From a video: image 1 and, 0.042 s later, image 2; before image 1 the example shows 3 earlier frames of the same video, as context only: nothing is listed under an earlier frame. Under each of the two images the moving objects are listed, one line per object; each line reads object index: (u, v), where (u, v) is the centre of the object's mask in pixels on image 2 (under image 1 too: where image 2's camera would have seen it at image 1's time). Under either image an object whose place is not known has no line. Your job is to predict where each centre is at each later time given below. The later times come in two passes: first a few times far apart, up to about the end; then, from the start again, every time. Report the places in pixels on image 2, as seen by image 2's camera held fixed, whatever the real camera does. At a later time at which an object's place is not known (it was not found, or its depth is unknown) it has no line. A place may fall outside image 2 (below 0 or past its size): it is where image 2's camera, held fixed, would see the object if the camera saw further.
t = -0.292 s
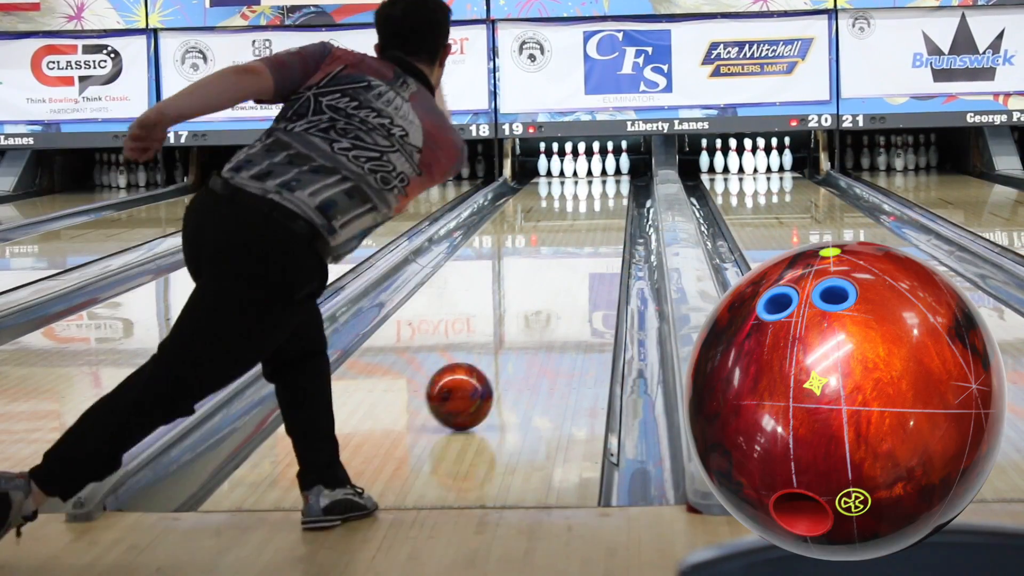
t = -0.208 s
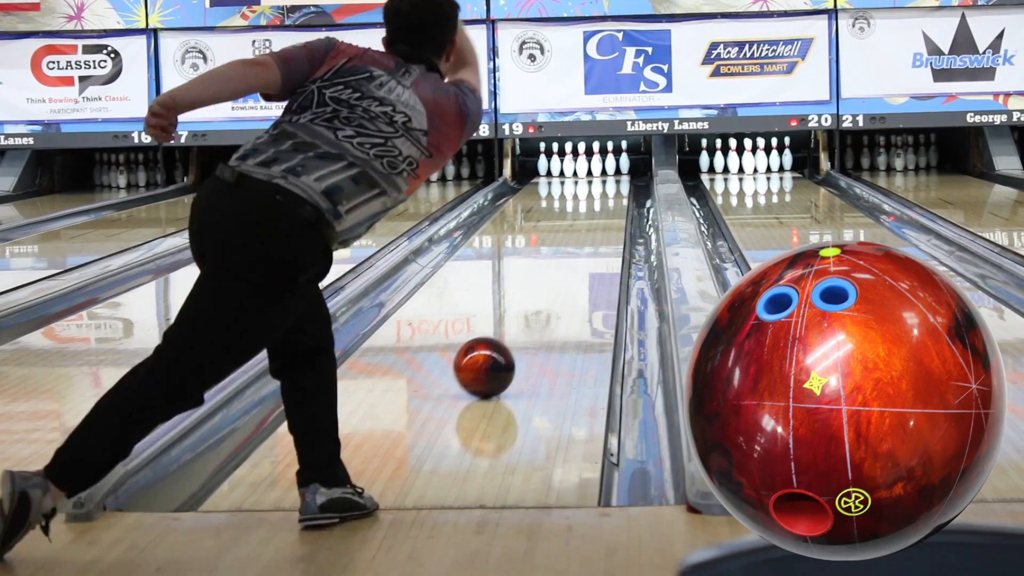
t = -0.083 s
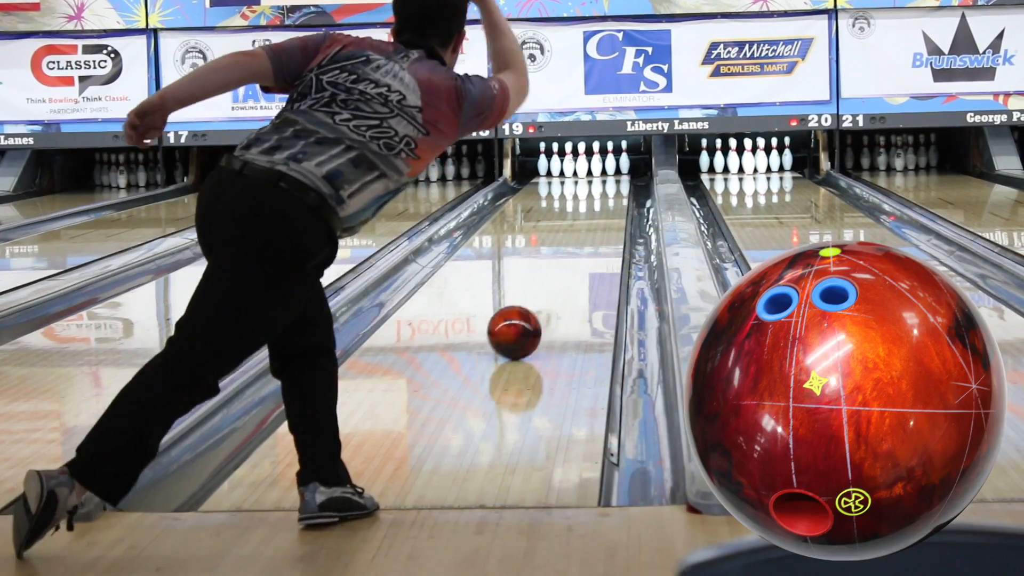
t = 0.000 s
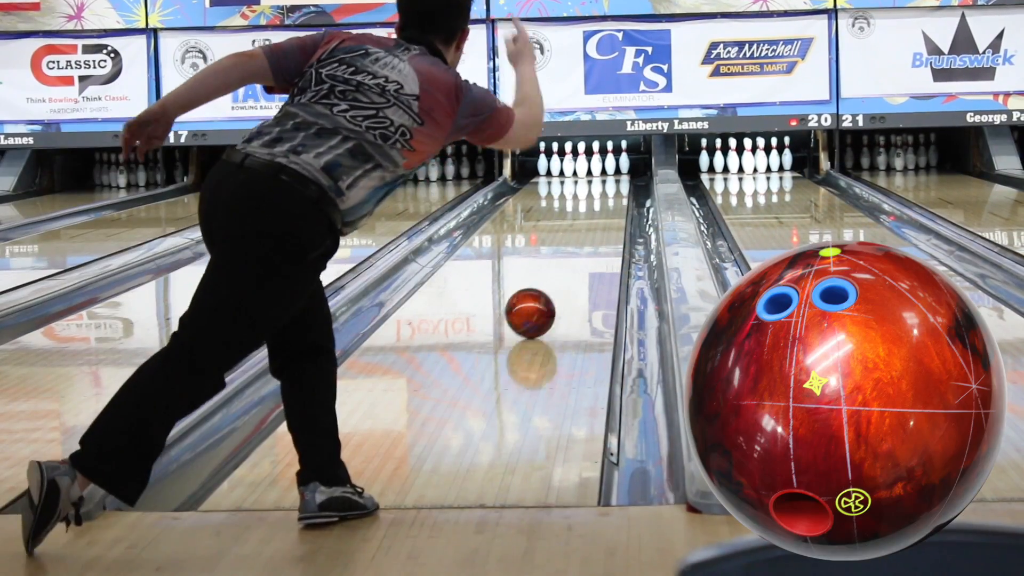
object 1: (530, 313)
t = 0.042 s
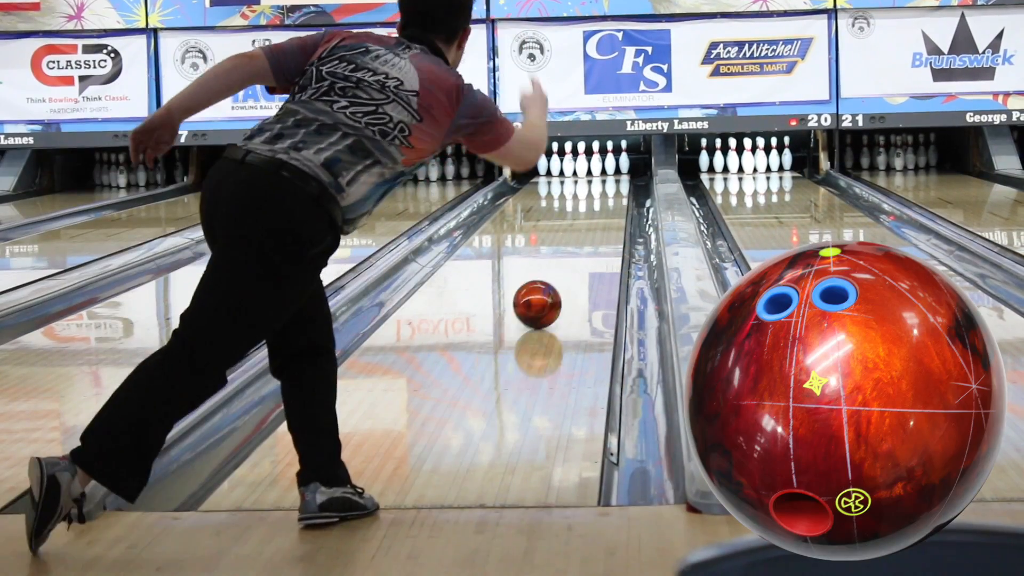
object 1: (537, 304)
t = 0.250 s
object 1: (566, 270)
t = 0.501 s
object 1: (589, 239)
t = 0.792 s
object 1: (606, 214)
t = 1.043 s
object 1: (613, 198)
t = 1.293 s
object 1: (616, 186)
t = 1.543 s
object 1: (610, 177)
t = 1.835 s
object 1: (595, 170)
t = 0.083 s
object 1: (544, 296)
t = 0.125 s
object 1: (550, 289)
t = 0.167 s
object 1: (556, 282)
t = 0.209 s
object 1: (561, 276)
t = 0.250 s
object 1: (566, 270)
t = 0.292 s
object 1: (570, 264)
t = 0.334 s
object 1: (575, 258)
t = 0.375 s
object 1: (579, 253)
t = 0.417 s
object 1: (582, 248)
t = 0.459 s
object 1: (586, 244)
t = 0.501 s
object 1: (589, 239)
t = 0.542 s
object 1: (592, 235)
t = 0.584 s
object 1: (595, 231)
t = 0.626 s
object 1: (597, 227)
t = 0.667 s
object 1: (600, 224)
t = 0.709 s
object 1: (602, 220)
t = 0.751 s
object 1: (604, 217)
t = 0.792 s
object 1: (606, 214)
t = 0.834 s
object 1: (607, 211)
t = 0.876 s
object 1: (609, 208)
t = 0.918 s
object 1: (610, 206)
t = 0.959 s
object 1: (611, 203)
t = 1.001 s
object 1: (612, 201)
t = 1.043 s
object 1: (613, 198)
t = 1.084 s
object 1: (614, 196)
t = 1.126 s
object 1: (615, 194)
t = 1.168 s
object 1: (615, 192)
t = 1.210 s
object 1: (615, 190)
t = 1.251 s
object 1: (616, 188)
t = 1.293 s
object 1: (616, 186)
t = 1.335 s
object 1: (615, 185)
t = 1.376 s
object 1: (614, 183)
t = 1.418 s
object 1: (614, 181)
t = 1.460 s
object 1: (613, 180)
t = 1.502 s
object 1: (612, 178)
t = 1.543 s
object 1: (610, 177)
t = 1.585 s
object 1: (609, 176)
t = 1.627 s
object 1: (607, 175)
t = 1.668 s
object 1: (605, 174)
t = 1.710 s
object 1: (603, 173)
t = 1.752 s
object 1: (600, 172)
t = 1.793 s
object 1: (598, 171)
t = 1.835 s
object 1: (595, 170)
